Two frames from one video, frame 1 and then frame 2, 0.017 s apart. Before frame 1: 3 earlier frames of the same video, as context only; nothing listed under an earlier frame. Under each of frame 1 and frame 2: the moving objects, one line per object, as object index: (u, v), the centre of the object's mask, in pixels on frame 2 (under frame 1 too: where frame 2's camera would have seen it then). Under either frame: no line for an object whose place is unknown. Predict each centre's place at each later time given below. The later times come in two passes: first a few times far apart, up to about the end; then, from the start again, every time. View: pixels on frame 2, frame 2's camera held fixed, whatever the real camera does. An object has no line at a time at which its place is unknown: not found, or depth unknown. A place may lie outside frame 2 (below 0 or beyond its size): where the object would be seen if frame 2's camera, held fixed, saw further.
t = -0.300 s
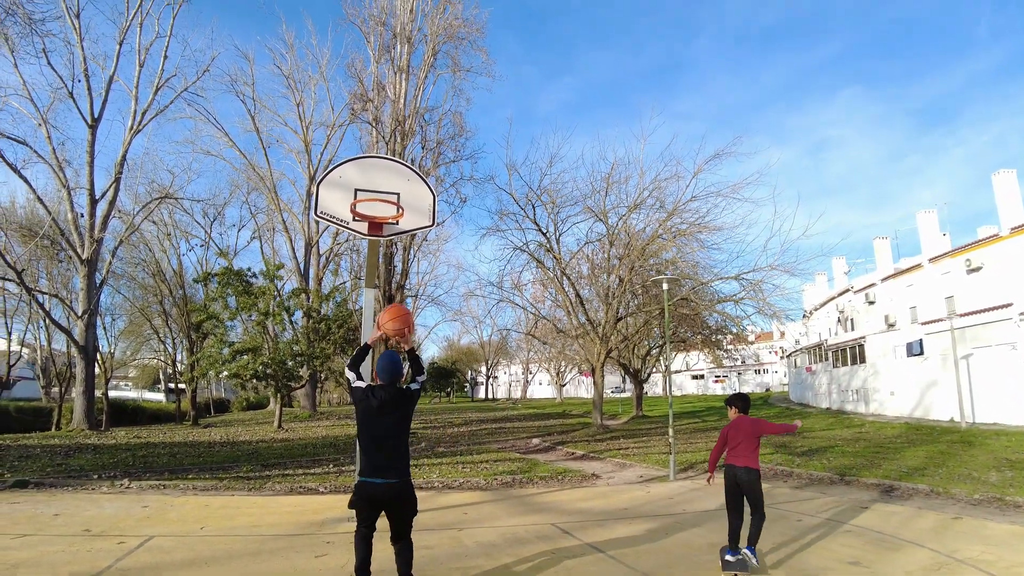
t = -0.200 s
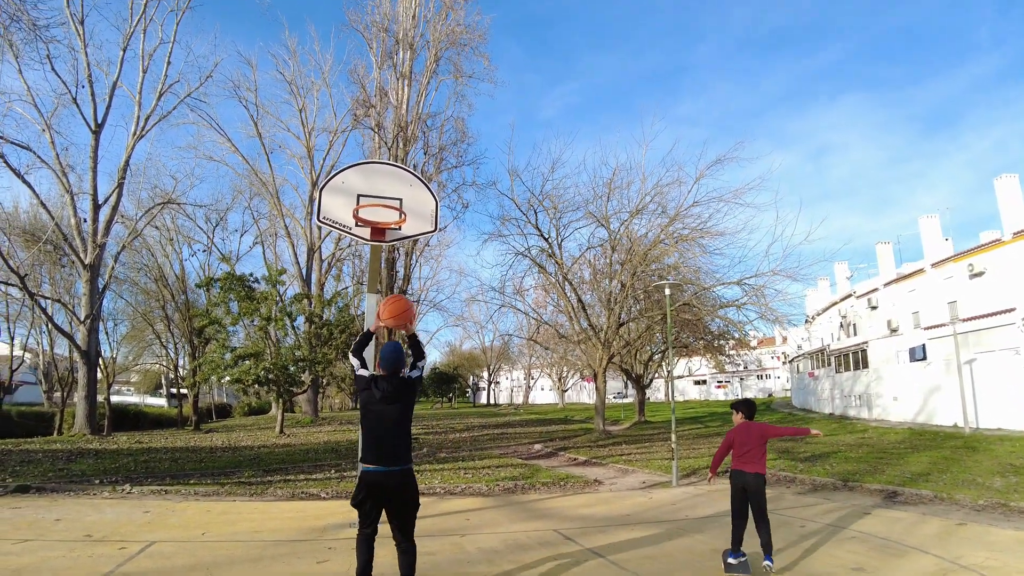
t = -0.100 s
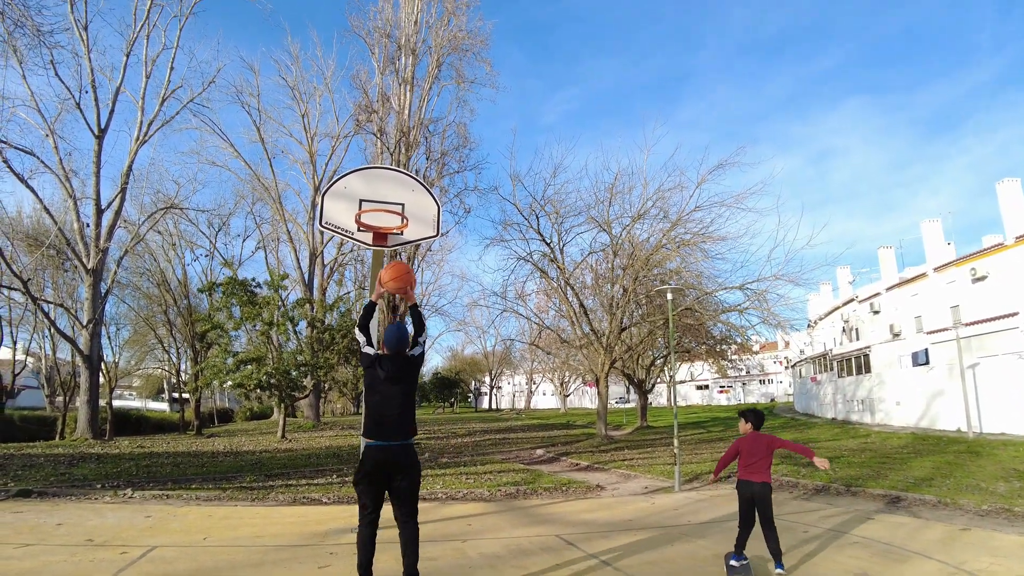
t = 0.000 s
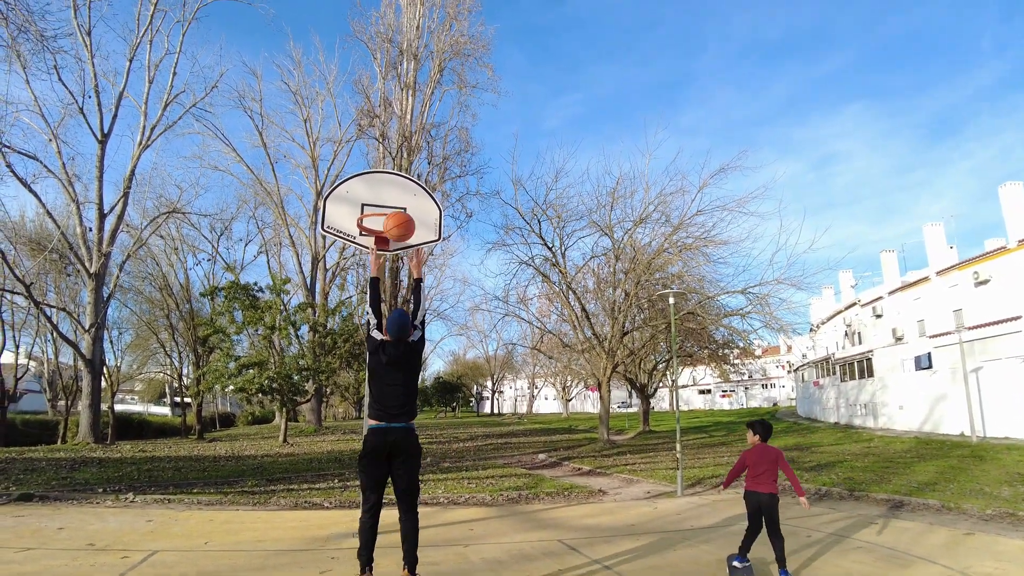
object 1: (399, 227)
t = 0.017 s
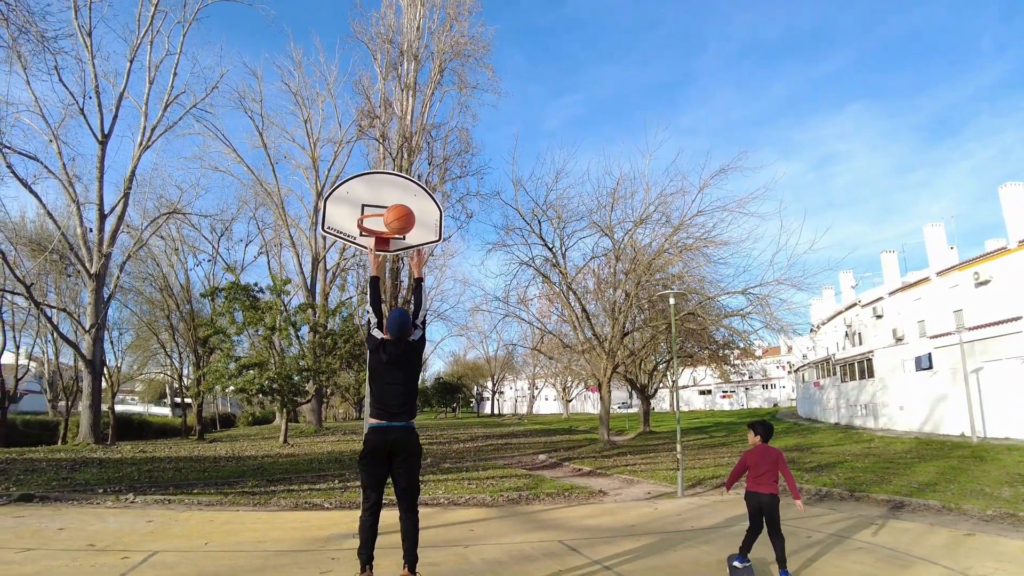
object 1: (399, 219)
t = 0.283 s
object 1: (397, 156)
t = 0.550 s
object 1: (392, 172)
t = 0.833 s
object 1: (392, 221)
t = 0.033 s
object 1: (399, 212)
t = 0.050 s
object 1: (399, 206)
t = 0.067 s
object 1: (399, 199)
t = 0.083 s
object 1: (399, 194)
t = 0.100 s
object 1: (399, 188)
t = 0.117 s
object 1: (399, 183)
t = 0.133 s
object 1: (398, 179)
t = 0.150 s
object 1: (398, 175)
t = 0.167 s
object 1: (398, 171)
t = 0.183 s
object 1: (398, 168)
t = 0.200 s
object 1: (398, 166)
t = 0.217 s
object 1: (398, 163)
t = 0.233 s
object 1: (398, 160)
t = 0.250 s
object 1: (398, 159)
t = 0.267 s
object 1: (397, 158)
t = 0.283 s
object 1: (397, 156)
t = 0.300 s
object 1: (397, 155)
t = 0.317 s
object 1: (396, 154)
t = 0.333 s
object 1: (396, 154)
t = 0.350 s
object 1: (396, 154)
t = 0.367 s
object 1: (396, 154)
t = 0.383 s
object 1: (396, 154)
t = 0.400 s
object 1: (396, 155)
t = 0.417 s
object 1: (395, 156)
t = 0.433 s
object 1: (395, 157)
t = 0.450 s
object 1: (395, 158)
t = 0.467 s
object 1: (394, 160)
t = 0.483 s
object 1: (394, 162)
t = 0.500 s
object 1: (394, 164)
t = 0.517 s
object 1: (393, 166)
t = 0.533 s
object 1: (393, 169)
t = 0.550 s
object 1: (392, 172)
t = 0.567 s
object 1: (392, 175)
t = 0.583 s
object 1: (392, 179)
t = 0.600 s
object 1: (391, 182)
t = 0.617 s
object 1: (391, 186)
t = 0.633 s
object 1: (391, 190)
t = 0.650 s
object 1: (390, 194)
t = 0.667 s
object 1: (391, 195)
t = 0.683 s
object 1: (391, 196)
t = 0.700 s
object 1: (391, 198)
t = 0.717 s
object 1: (391, 200)
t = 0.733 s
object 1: (391, 202)
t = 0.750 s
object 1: (392, 204)
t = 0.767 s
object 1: (392, 206)
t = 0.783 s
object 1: (392, 210)
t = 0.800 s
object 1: (392, 213)
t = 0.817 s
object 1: (392, 217)
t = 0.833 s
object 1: (392, 221)
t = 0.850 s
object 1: (392, 225)
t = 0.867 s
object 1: (392, 230)
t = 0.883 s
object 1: (392, 235)
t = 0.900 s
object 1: (392, 240)
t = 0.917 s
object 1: (393, 246)
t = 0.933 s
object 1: (392, 252)
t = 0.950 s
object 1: (392, 258)
